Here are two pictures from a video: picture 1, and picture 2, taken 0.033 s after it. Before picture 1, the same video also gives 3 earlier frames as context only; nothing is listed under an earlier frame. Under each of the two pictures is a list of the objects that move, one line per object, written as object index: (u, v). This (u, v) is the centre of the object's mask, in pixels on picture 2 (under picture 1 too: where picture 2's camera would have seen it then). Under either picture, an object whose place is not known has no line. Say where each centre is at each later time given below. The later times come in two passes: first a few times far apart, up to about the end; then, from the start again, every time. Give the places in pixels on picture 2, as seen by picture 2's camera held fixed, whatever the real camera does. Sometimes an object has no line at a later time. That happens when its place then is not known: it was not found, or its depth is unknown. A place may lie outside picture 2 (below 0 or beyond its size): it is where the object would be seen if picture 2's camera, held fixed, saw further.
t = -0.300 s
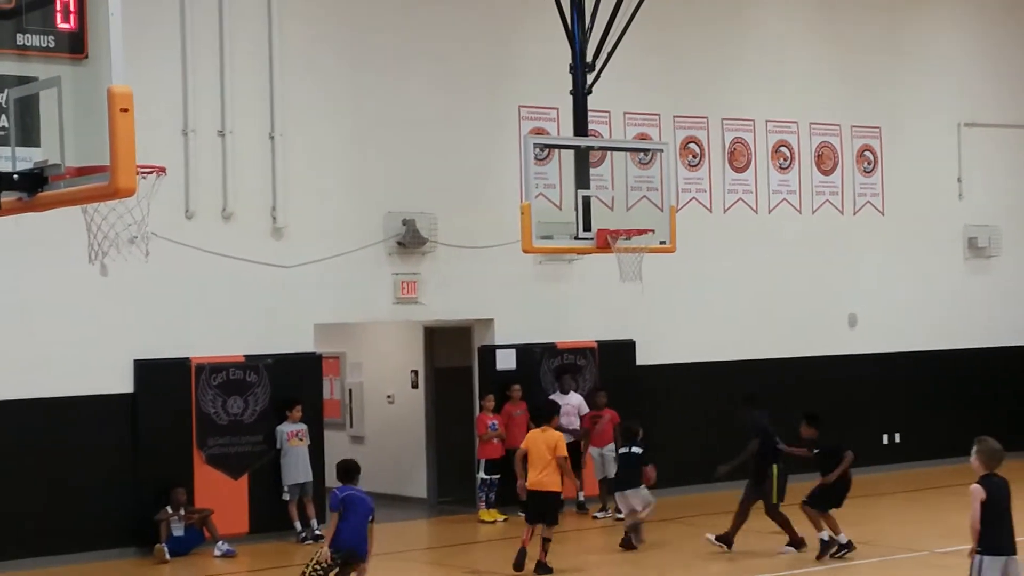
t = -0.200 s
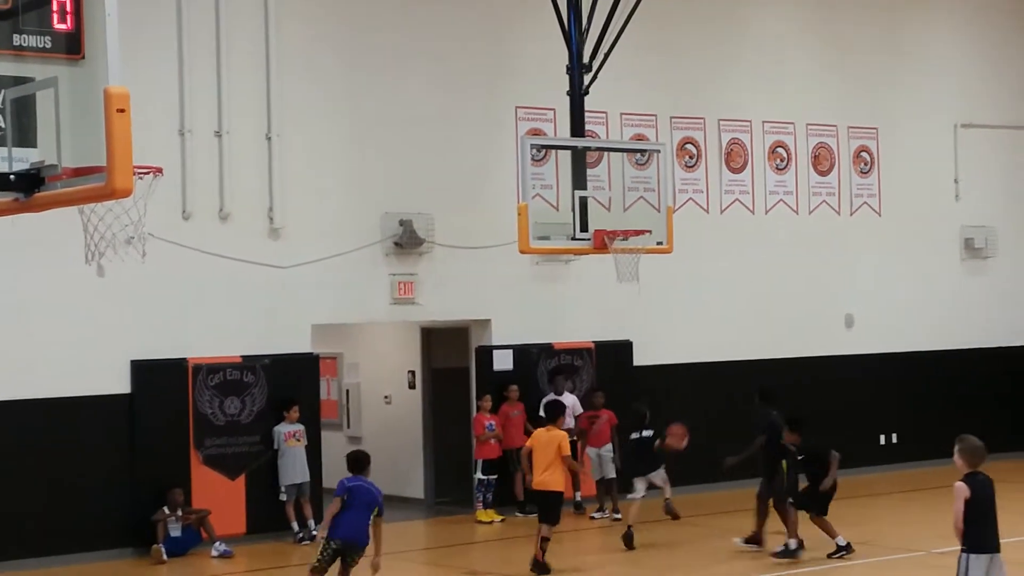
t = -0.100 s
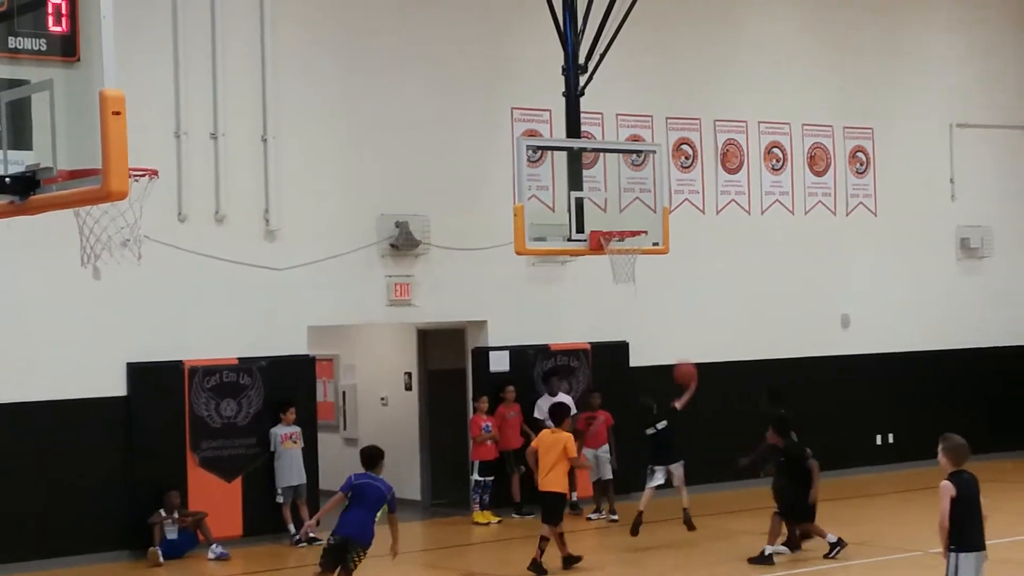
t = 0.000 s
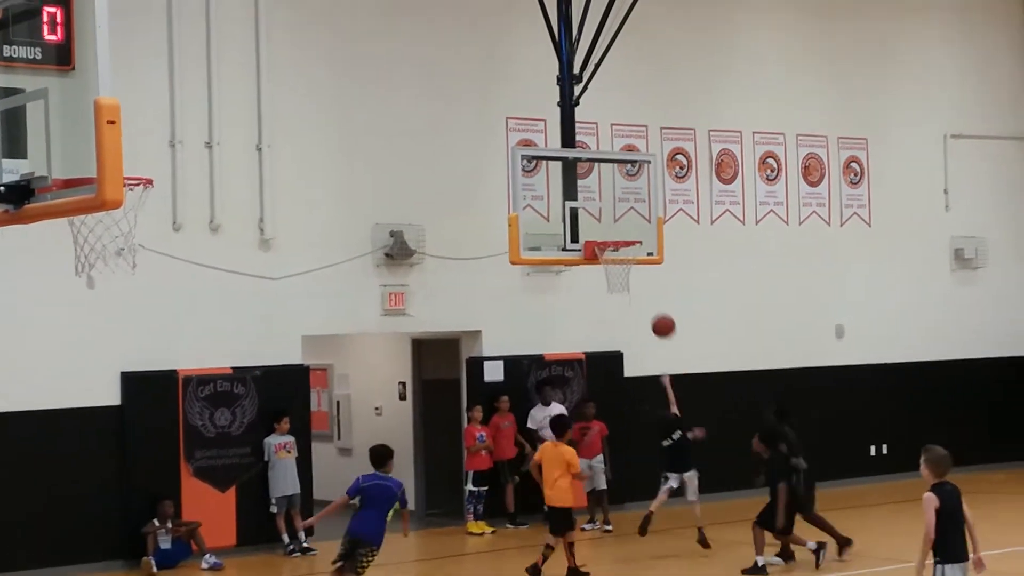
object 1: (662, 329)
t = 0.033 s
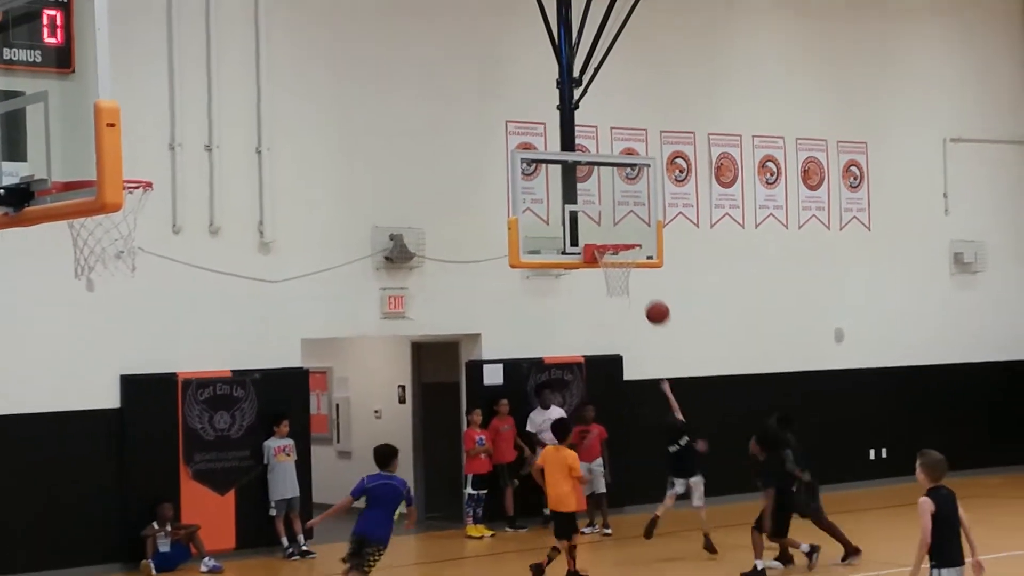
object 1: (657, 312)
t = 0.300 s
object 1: (625, 230)
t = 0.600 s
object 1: (613, 249)
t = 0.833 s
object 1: (616, 295)
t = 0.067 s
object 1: (652, 297)
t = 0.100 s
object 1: (647, 282)
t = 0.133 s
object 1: (642, 270)
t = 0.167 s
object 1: (643, 258)
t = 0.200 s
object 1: (631, 243)
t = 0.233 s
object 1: (628, 235)
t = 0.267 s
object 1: (626, 232)
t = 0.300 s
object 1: (625, 230)
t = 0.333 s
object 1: (623, 227)
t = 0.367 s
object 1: (622, 226)
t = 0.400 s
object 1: (621, 226)
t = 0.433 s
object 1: (619, 227)
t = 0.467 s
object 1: (618, 230)
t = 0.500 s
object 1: (617, 232)
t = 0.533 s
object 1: (616, 236)
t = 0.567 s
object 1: (614, 243)
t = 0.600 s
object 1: (613, 249)
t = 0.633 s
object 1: (612, 260)
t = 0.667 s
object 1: (611, 265)
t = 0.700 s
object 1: (611, 272)
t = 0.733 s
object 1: (612, 276)
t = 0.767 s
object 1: (614, 283)
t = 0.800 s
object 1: (615, 287)
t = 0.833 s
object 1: (616, 295)
